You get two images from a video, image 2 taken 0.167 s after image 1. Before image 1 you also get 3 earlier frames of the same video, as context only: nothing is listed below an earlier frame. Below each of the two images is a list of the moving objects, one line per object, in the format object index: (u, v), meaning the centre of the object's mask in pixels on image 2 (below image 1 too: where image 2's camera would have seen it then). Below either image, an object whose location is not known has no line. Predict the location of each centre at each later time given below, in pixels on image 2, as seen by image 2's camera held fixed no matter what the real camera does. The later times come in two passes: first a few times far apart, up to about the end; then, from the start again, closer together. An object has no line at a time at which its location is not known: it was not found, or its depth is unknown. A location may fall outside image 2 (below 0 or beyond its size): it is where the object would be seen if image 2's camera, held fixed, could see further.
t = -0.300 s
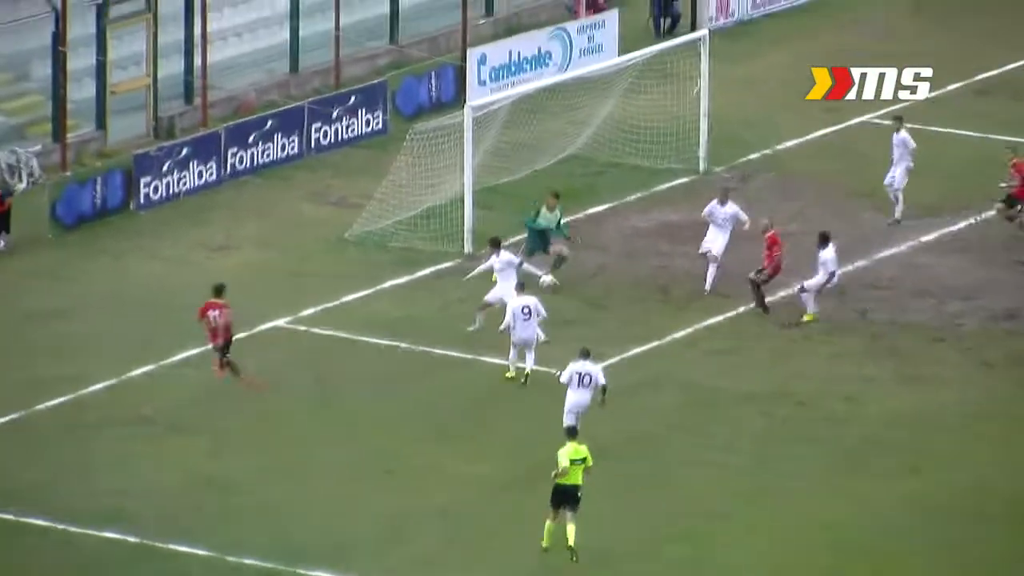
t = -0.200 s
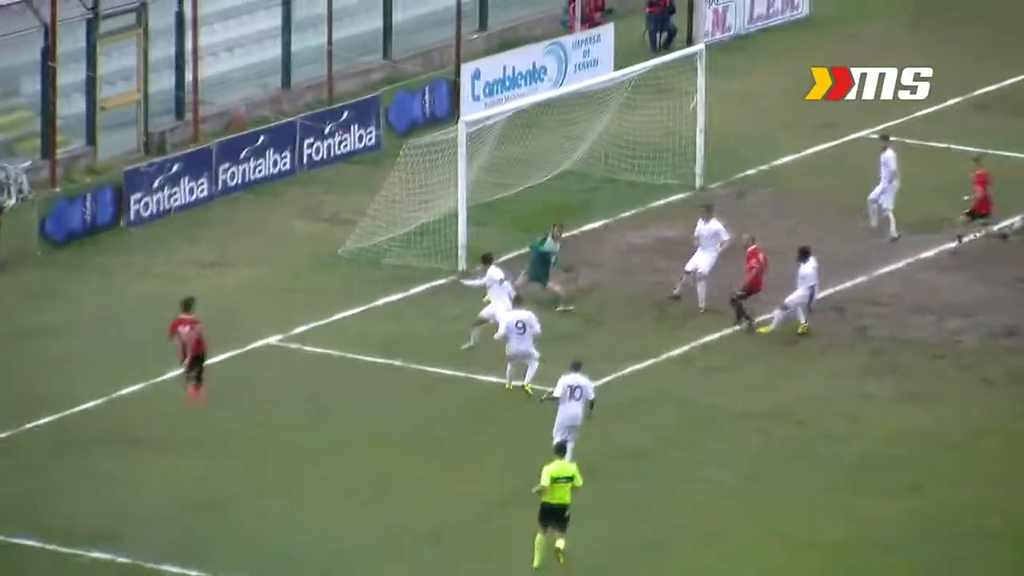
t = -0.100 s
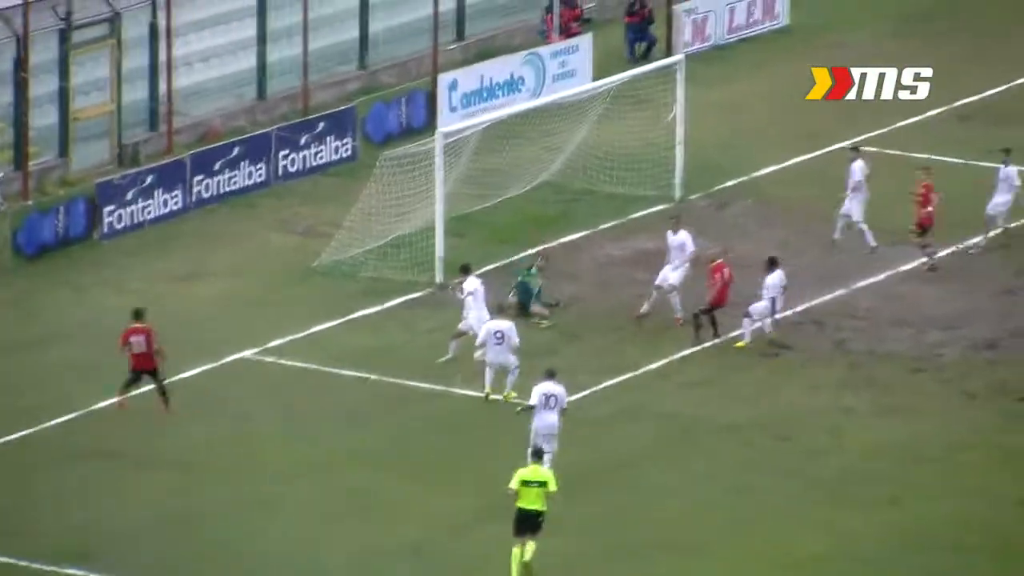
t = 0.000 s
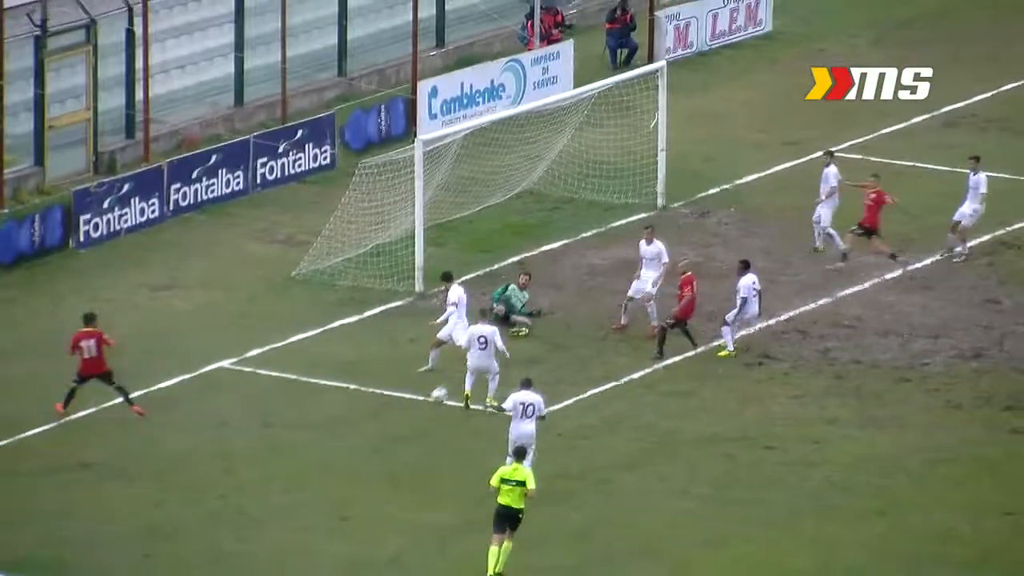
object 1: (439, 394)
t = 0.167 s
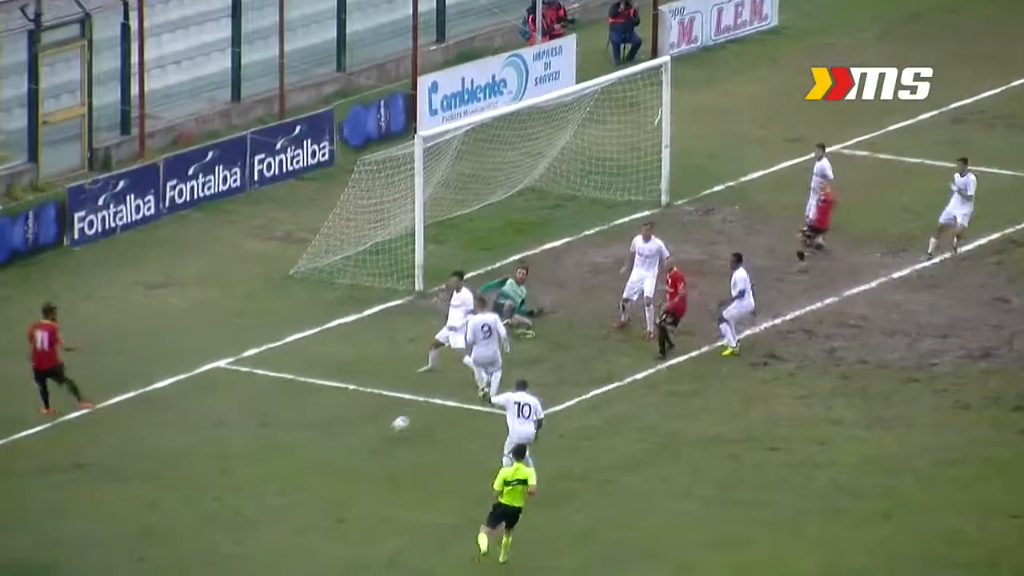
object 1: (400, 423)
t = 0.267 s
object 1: (375, 449)
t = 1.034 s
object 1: (184, 603)
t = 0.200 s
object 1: (392, 432)
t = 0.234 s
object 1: (383, 440)
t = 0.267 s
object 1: (375, 449)
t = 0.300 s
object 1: (366, 460)
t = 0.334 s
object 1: (357, 470)
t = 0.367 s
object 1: (350, 475)
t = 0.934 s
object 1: (207, 586)
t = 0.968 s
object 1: (200, 591)
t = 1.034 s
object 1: (184, 603)
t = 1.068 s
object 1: (178, 607)
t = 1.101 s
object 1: (171, 610)
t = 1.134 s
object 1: (164, 616)
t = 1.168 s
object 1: (158, 621)
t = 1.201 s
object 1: (150, 627)
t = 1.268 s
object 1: (135, 634)
